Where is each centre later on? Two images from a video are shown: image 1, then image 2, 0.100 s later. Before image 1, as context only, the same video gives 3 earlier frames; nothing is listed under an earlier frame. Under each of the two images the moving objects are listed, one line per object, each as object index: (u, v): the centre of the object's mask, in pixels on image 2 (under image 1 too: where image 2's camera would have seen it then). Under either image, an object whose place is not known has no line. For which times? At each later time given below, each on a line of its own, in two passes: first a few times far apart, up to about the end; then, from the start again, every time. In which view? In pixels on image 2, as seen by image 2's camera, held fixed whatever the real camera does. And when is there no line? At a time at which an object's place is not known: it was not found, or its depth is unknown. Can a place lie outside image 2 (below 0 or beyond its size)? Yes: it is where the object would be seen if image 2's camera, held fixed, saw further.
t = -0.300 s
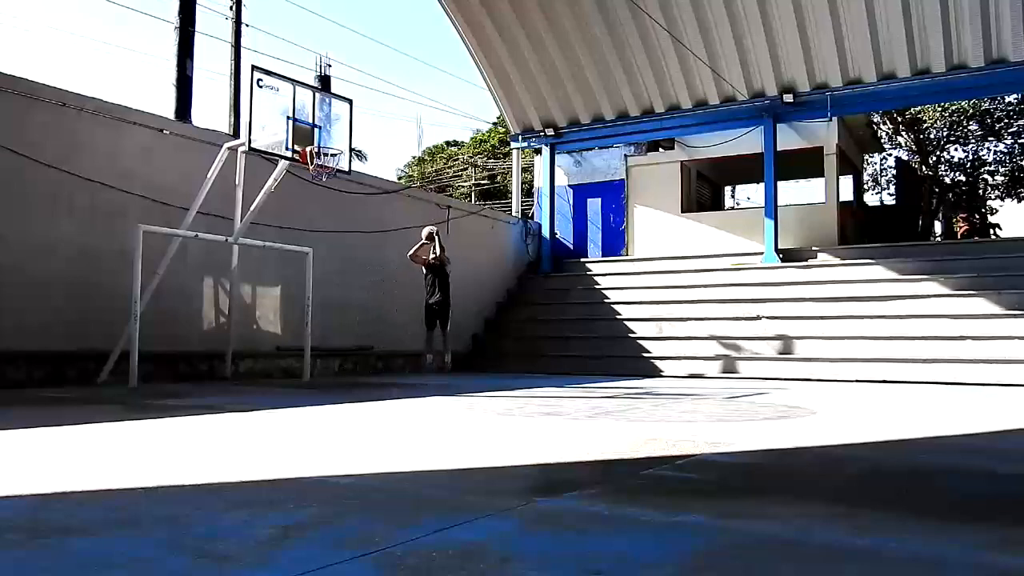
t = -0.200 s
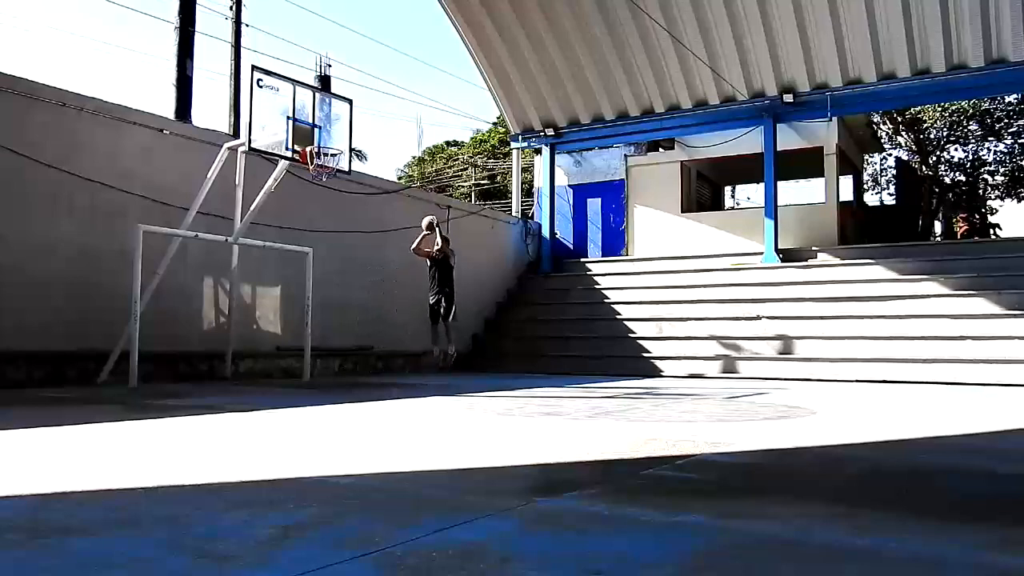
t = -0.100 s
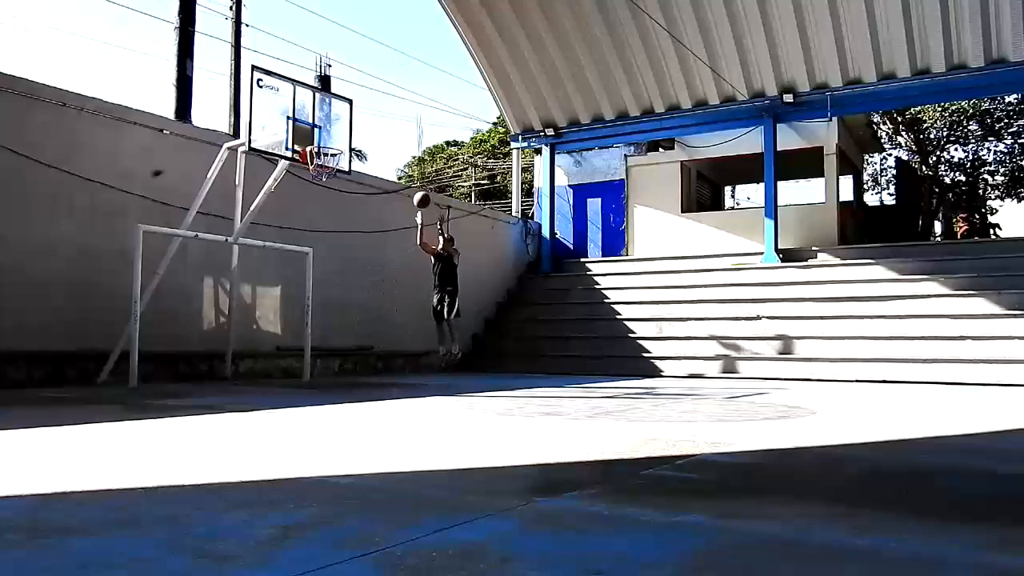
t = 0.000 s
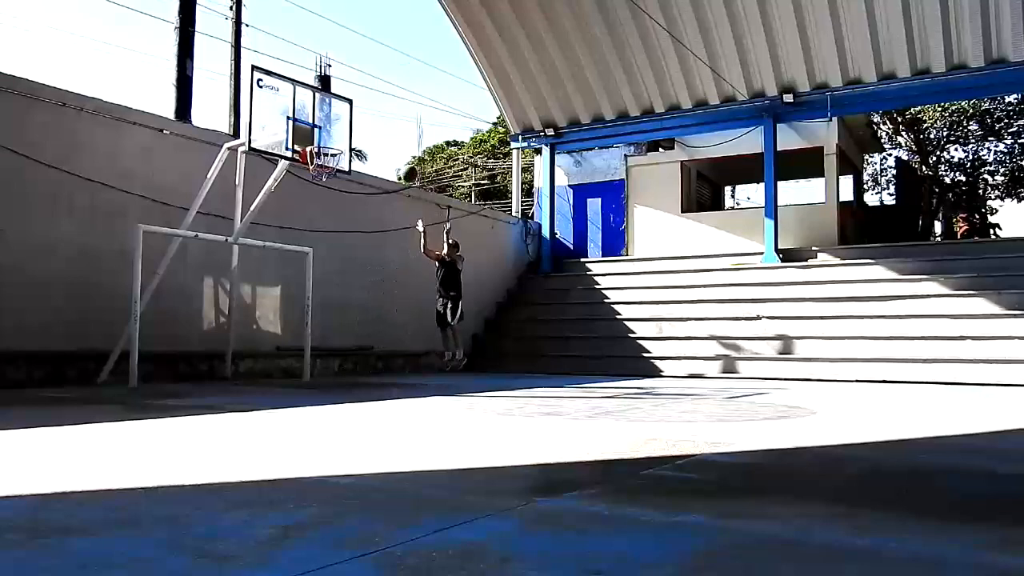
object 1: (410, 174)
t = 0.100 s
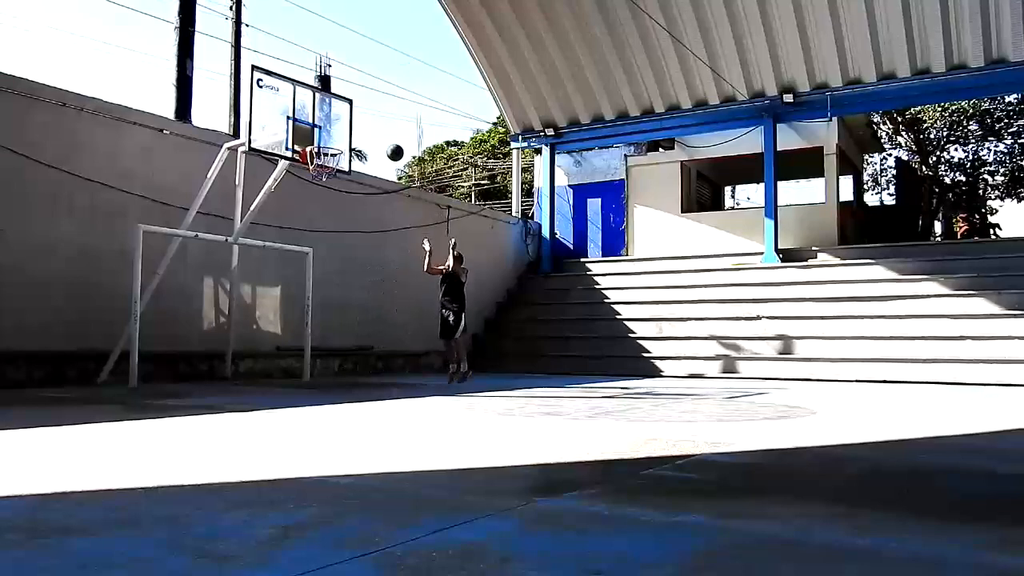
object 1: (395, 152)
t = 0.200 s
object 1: (382, 138)
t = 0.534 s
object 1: (330, 140)
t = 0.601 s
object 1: (320, 151)
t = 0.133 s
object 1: (391, 147)
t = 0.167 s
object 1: (386, 142)
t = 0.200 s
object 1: (382, 138)
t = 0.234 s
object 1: (377, 135)
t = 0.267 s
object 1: (372, 132)
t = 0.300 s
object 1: (367, 131)
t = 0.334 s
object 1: (362, 130)
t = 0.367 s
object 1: (356, 129)
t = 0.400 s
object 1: (351, 130)
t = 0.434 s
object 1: (346, 132)
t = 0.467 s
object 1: (341, 134)
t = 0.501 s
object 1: (335, 136)
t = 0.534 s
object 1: (330, 140)
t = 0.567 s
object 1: (326, 145)
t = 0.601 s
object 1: (320, 151)
